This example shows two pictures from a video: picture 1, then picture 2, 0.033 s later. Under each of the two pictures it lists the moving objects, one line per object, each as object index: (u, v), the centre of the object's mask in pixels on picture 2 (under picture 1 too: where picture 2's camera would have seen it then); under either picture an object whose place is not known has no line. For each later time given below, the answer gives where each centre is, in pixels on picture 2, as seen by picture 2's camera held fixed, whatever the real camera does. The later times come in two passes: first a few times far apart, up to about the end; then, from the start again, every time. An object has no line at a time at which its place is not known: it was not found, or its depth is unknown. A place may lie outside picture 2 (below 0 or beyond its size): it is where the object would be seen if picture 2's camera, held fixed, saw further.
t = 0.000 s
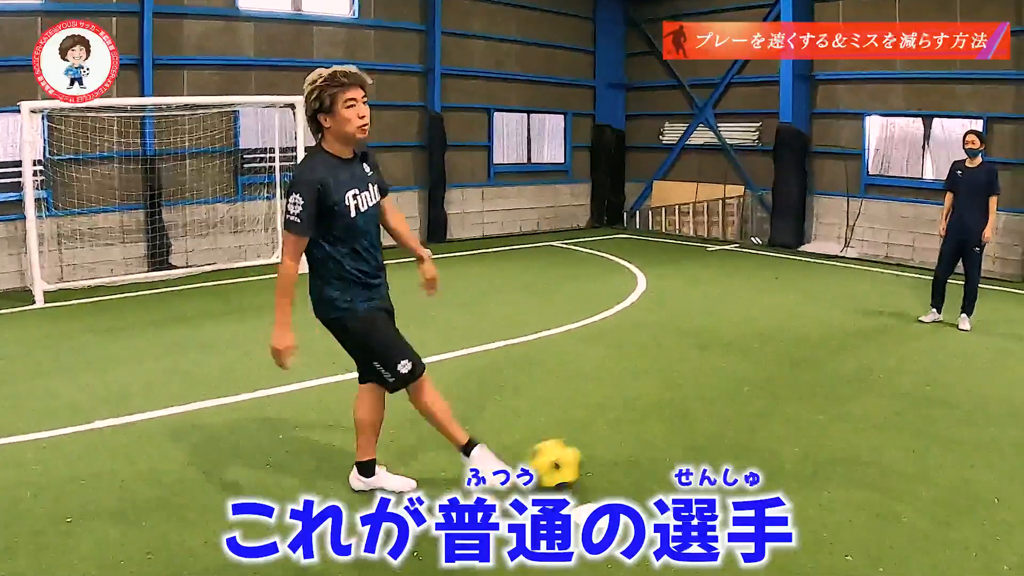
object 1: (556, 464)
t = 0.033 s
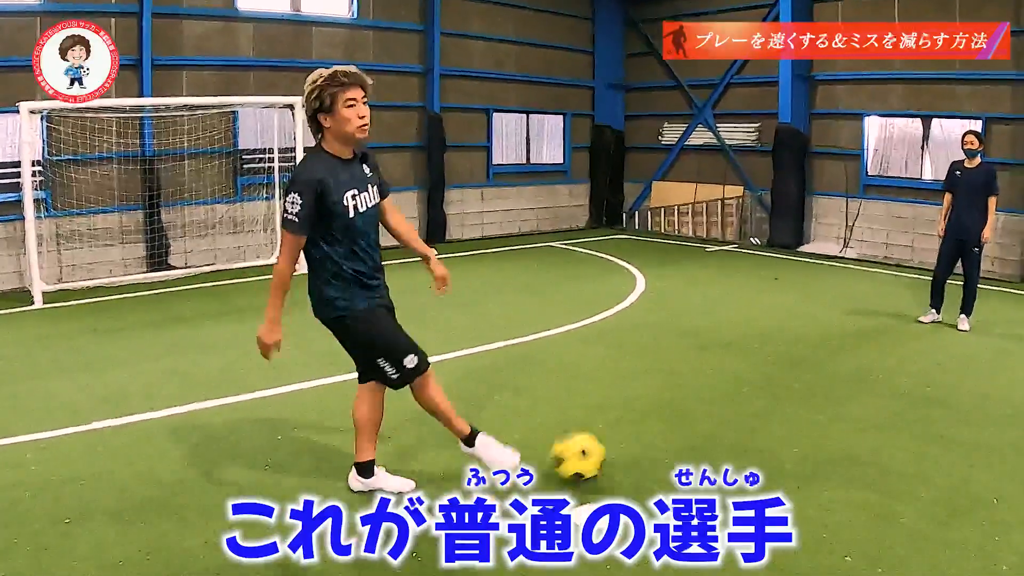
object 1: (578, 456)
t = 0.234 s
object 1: (689, 421)
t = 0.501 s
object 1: (784, 389)
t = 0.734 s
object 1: (847, 368)
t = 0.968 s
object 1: (897, 351)
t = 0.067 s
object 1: (600, 450)
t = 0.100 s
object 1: (622, 444)
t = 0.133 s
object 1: (641, 438)
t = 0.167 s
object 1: (658, 432)
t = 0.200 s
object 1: (673, 426)
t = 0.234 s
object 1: (689, 421)
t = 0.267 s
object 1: (703, 417)
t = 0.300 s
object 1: (716, 412)
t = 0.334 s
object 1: (729, 407)
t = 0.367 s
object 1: (741, 404)
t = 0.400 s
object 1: (752, 400)
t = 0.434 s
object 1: (763, 396)
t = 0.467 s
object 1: (774, 393)
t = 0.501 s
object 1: (784, 389)
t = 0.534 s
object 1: (794, 386)
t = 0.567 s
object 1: (803, 384)
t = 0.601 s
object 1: (813, 380)
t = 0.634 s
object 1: (821, 378)
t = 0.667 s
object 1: (830, 374)
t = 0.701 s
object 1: (839, 371)
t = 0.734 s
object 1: (847, 368)
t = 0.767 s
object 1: (856, 366)
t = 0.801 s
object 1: (863, 363)
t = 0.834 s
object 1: (870, 361)
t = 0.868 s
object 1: (877, 358)
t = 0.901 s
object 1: (884, 355)
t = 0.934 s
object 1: (891, 353)
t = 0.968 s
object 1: (897, 351)
